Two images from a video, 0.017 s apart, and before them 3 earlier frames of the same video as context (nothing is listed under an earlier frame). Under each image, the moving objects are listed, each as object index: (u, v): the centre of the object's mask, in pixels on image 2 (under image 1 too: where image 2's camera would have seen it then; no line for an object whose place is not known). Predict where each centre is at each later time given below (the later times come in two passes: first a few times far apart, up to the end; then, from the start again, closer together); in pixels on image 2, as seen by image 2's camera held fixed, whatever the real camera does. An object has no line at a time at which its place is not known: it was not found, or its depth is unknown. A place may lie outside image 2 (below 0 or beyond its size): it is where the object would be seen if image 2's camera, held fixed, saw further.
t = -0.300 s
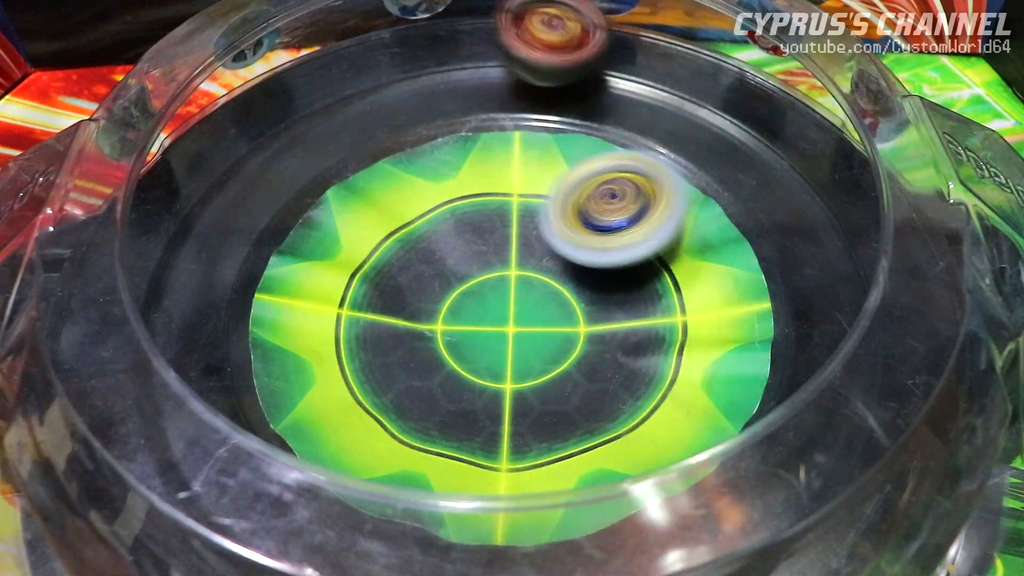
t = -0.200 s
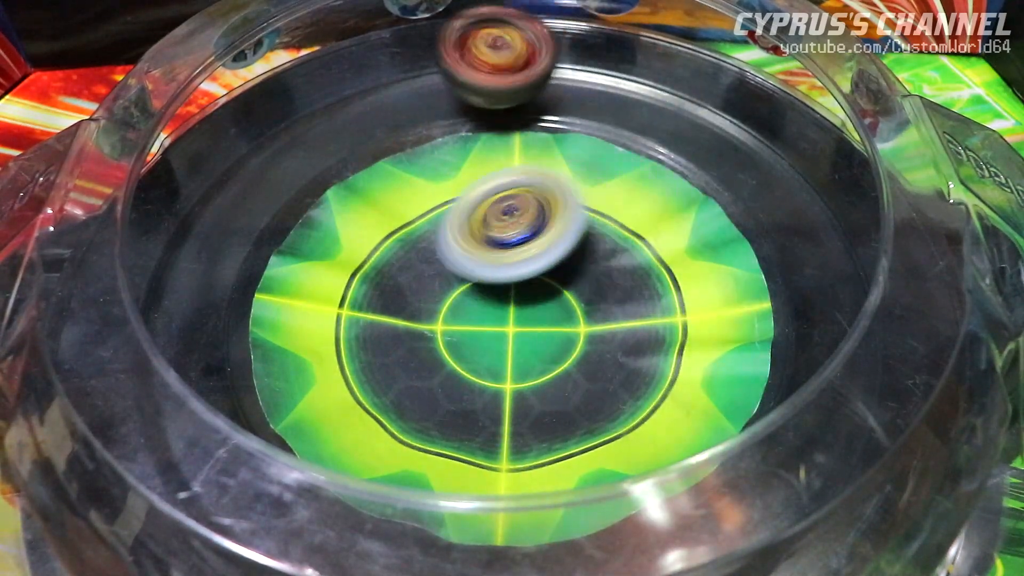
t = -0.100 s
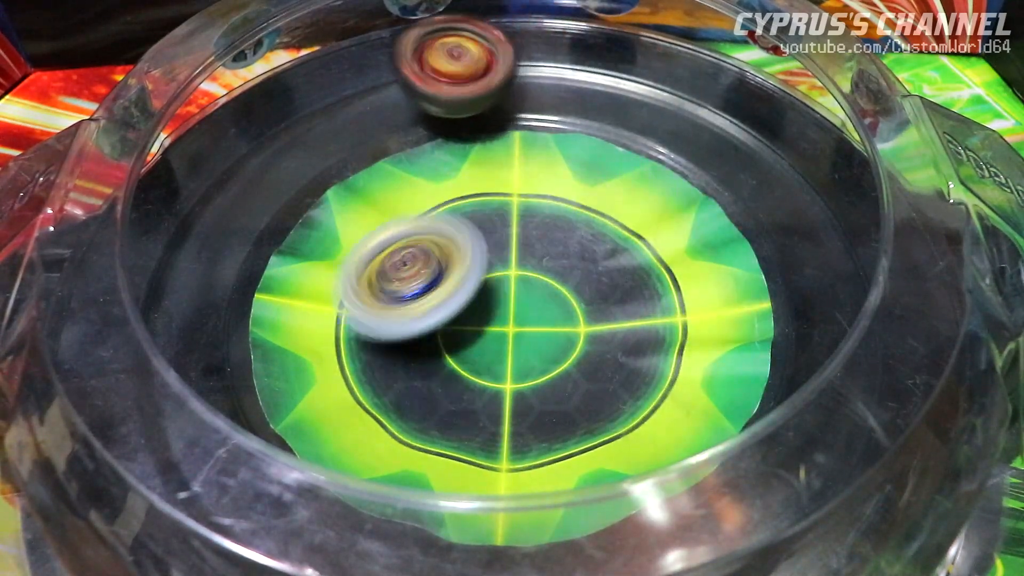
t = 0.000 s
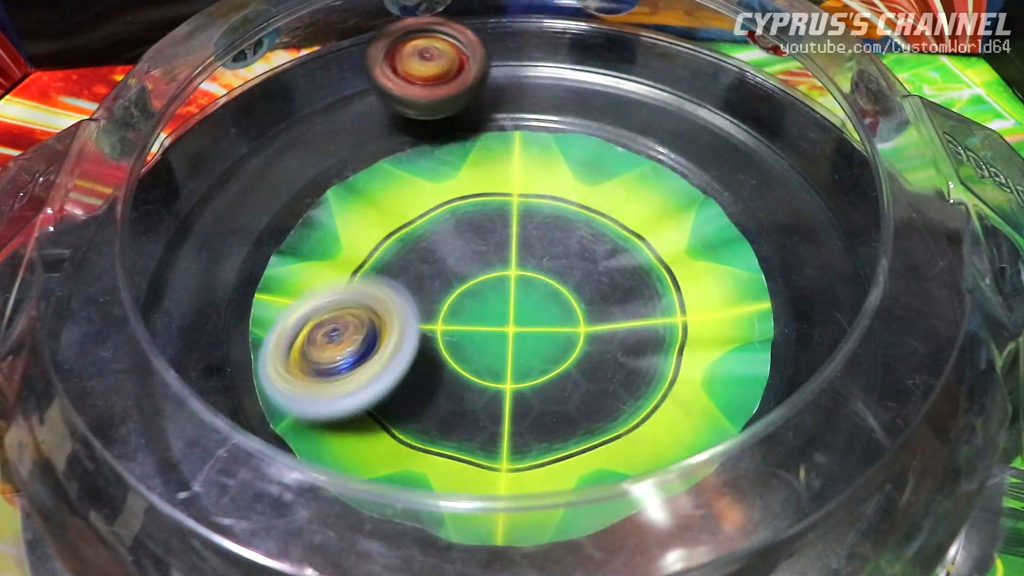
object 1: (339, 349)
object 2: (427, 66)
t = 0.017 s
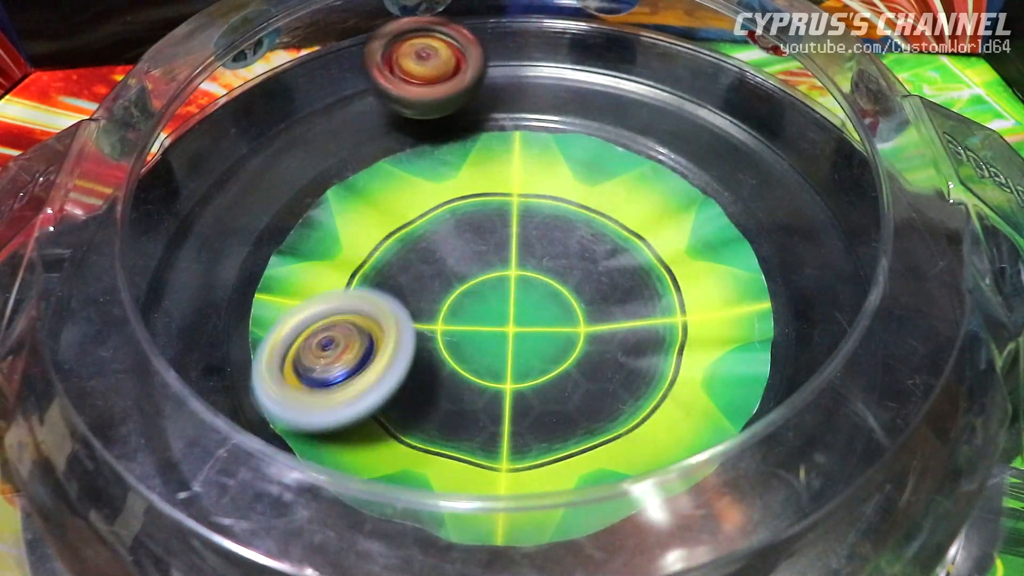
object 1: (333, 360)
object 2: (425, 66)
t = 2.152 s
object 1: (466, 362)
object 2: (574, 204)
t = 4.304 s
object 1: (511, 243)
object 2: (613, 344)
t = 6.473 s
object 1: (452, 263)
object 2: (681, 278)
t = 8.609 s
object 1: (319, 390)
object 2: (459, 238)
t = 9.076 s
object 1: (450, 339)
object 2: (394, 222)
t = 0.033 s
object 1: (329, 373)
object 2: (422, 66)
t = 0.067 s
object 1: (329, 395)
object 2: (416, 66)
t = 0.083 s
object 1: (334, 404)
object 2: (413, 66)
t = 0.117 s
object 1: (337, 435)
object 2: (409, 66)
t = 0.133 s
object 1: (344, 447)
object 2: (408, 65)
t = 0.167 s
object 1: (366, 471)
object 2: (406, 64)
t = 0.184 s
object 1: (380, 481)
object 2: (406, 63)
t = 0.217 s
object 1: (412, 497)
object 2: (407, 62)
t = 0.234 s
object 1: (431, 502)
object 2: (406, 61)
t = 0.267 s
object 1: (472, 507)
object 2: (408, 60)
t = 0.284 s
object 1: (495, 507)
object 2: (409, 59)
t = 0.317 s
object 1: (541, 505)
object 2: (412, 57)
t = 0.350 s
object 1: (582, 500)
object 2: (415, 56)
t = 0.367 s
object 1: (601, 494)
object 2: (417, 56)
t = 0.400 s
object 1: (638, 475)
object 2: (422, 53)
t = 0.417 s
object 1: (652, 462)
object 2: (424, 53)
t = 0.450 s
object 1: (676, 434)
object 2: (430, 51)
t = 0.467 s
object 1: (685, 421)
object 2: (434, 51)
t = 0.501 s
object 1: (695, 393)
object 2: (442, 50)
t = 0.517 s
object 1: (700, 380)
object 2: (445, 49)
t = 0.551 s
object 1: (702, 355)
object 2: (452, 49)
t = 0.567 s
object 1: (699, 341)
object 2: (457, 49)
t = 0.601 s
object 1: (690, 317)
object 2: (464, 49)
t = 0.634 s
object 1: (672, 293)
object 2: (472, 49)
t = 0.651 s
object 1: (662, 282)
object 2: (476, 49)
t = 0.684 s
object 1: (635, 262)
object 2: (483, 50)
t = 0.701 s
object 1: (620, 253)
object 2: (485, 50)
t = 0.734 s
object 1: (584, 236)
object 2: (491, 50)
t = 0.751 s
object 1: (563, 230)
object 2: (494, 50)
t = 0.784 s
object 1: (523, 219)
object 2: (500, 51)
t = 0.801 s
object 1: (501, 214)
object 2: (503, 51)
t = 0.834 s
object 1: (458, 209)
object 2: (509, 51)
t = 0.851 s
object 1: (434, 208)
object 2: (512, 52)
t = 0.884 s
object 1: (389, 207)
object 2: (518, 52)
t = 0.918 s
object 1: (349, 213)
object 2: (523, 53)
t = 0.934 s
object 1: (330, 218)
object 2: (526, 54)
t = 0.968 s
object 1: (295, 229)
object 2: (532, 55)
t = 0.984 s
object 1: (279, 237)
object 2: (535, 56)
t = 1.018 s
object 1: (250, 256)
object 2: (543, 58)
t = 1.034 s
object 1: (237, 267)
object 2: (547, 60)
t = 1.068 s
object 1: (217, 292)
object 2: (555, 66)
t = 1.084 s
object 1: (207, 306)
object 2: (558, 68)
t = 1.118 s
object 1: (192, 337)
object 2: (565, 75)
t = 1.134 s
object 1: (187, 353)
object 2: (568, 78)
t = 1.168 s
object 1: (173, 383)
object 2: (573, 87)
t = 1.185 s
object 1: (167, 396)
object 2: (575, 95)
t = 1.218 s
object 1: (152, 422)
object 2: (575, 110)
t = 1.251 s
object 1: (150, 440)
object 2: (570, 129)
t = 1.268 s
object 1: (153, 451)
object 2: (566, 138)
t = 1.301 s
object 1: (164, 469)
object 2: (558, 161)
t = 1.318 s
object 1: (171, 477)
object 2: (552, 174)
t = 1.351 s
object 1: (182, 493)
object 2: (540, 200)
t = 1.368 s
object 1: (187, 498)
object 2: (532, 214)
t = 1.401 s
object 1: (196, 507)
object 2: (517, 240)
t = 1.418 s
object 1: (200, 510)
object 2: (511, 254)
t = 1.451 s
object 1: (206, 515)
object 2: (498, 279)
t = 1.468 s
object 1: (209, 517)
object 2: (493, 292)
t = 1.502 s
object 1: (213, 519)
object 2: (486, 315)
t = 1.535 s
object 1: (218, 519)
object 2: (483, 334)
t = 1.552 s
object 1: (219, 520)
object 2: (483, 345)
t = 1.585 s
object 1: (221, 519)
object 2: (487, 361)
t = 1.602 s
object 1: (221, 519)
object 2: (492, 368)
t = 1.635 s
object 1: (222, 518)
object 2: (505, 378)
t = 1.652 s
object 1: (224, 517)
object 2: (512, 382)
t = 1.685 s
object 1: (235, 513)
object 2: (533, 387)
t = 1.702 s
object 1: (244, 512)
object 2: (544, 386)
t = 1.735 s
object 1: (258, 504)
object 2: (570, 382)
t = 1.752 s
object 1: (264, 500)
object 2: (583, 378)
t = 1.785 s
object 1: (275, 490)
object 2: (608, 367)
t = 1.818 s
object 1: (282, 477)
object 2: (631, 352)
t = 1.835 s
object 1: (282, 473)
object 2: (641, 342)
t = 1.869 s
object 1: (285, 462)
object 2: (657, 323)
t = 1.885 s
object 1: (311, 424)
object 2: (664, 312)
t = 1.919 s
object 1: (312, 420)
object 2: (670, 291)
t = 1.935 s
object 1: (314, 418)
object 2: (671, 281)
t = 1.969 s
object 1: (324, 415)
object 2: (668, 261)
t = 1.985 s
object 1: (332, 413)
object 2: (665, 252)
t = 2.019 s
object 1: (348, 410)
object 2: (654, 236)
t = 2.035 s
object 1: (360, 406)
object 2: (647, 229)
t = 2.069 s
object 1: (389, 395)
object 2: (631, 217)
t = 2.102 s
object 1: (420, 383)
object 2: (610, 208)
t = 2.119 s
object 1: (435, 376)
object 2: (600, 205)
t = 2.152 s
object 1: (466, 362)
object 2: (574, 204)
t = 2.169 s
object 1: (483, 354)
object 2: (560, 204)
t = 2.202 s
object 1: (515, 332)
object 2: (530, 208)
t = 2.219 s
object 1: (527, 330)
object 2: (518, 208)
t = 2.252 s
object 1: (539, 346)
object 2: (498, 176)
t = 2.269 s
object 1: (543, 350)
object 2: (487, 161)
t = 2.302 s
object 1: (551, 362)
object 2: (469, 137)
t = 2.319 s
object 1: (553, 363)
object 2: (461, 128)
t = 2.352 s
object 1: (556, 364)
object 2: (445, 117)
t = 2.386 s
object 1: (556, 359)
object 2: (428, 114)
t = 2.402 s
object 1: (555, 355)
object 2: (421, 114)
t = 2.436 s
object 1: (552, 343)
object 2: (407, 119)
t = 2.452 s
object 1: (550, 337)
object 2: (400, 123)
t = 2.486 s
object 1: (544, 321)
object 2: (387, 136)
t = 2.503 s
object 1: (541, 313)
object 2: (381, 143)
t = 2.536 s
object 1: (533, 296)
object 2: (372, 161)
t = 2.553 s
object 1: (528, 286)
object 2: (369, 171)
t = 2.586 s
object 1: (516, 268)
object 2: (362, 192)
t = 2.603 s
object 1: (510, 261)
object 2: (360, 204)
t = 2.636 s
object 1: (504, 249)
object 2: (351, 225)
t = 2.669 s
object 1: (515, 247)
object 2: (327, 240)
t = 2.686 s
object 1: (519, 246)
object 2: (318, 248)
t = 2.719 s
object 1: (527, 248)
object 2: (305, 266)
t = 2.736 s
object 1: (528, 249)
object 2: (302, 277)
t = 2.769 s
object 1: (529, 252)
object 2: (302, 297)
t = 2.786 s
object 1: (528, 254)
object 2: (305, 307)
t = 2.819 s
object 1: (524, 259)
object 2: (316, 328)
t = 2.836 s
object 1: (521, 261)
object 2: (324, 337)
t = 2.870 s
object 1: (513, 265)
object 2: (346, 355)
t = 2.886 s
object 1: (508, 267)
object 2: (360, 364)
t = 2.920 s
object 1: (496, 270)
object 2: (390, 377)
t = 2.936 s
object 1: (490, 271)
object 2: (406, 382)
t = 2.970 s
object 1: (481, 271)
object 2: (441, 389)
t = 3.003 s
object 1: (475, 272)
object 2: (477, 393)
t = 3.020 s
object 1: (472, 272)
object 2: (495, 393)
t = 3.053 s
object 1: (471, 272)
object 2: (530, 388)
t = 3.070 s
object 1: (470, 272)
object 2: (547, 383)
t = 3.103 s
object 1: (472, 273)
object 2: (578, 369)
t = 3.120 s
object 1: (473, 274)
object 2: (591, 360)
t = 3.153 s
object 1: (476, 275)
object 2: (612, 340)
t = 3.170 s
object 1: (478, 276)
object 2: (620, 328)
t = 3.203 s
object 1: (482, 278)
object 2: (631, 305)
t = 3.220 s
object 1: (482, 278)
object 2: (637, 294)
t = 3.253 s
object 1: (481, 279)
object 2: (645, 271)
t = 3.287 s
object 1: (482, 280)
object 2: (646, 250)
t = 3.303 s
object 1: (483, 280)
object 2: (644, 240)
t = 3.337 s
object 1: (484, 281)
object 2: (635, 222)
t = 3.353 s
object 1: (486, 282)
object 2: (629, 214)
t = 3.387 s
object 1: (487, 283)
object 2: (613, 198)
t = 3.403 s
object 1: (488, 283)
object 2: (603, 193)
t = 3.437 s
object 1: (492, 285)
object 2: (580, 183)
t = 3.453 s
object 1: (494, 285)
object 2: (569, 179)
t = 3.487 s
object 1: (494, 288)
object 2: (546, 172)
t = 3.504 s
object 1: (493, 290)
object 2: (535, 169)
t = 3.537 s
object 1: (490, 294)
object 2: (513, 165)
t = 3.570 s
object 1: (489, 297)
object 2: (490, 165)
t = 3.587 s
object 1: (489, 297)
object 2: (479, 167)
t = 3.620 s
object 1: (489, 296)
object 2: (456, 175)
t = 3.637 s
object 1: (489, 295)
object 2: (446, 180)
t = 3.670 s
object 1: (492, 297)
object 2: (425, 187)
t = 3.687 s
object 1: (494, 297)
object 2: (415, 191)
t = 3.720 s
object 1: (503, 296)
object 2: (400, 203)
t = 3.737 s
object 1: (508, 296)
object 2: (393, 211)
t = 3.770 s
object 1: (520, 297)
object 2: (382, 229)
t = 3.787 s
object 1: (525, 296)
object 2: (379, 240)
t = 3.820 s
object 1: (533, 294)
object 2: (376, 262)
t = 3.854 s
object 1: (537, 291)
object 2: (379, 285)
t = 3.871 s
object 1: (539, 290)
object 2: (383, 296)
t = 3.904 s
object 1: (547, 287)
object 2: (386, 317)
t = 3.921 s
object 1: (551, 286)
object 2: (390, 326)
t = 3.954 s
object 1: (554, 284)
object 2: (403, 343)
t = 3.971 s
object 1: (552, 283)
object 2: (413, 351)
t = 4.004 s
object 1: (551, 281)
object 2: (437, 364)
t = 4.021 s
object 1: (550, 278)
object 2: (445, 371)
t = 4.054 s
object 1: (552, 270)
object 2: (460, 383)
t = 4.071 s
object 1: (552, 266)
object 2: (469, 386)
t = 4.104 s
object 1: (549, 260)
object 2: (490, 389)
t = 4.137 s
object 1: (545, 256)
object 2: (512, 388)
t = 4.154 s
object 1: (543, 255)
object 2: (526, 385)
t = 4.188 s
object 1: (537, 253)
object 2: (550, 376)
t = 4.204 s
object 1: (533, 252)
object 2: (562, 370)
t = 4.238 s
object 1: (525, 250)
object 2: (585, 365)
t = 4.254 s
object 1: (521, 247)
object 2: (593, 361)
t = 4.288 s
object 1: (514, 243)
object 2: (607, 350)
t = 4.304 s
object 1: (511, 243)
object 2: (613, 344)
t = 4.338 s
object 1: (507, 243)
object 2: (622, 328)
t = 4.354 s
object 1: (504, 244)
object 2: (624, 320)
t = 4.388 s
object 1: (497, 246)
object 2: (628, 304)
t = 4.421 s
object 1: (488, 246)
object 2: (632, 293)
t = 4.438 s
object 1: (484, 248)
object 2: (632, 287)
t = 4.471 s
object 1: (479, 252)
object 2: (628, 275)
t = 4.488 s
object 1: (476, 254)
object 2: (626, 270)
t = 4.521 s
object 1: (463, 259)
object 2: (625, 261)
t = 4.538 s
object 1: (457, 261)
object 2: (624, 258)
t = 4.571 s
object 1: (449, 268)
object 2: (617, 253)
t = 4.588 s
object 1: (447, 272)
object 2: (612, 251)
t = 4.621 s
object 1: (445, 284)
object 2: (597, 248)
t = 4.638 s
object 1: (444, 290)
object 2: (589, 246)
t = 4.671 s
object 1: (430, 303)
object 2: (587, 241)
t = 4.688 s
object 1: (423, 310)
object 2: (586, 239)
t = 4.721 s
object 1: (414, 321)
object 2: (580, 237)
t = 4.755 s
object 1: (413, 331)
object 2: (570, 239)
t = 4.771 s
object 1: (415, 335)
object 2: (564, 241)
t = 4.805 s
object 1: (425, 343)
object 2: (553, 246)
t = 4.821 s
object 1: (432, 346)
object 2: (547, 249)
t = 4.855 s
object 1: (445, 353)
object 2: (539, 252)
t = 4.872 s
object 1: (447, 360)
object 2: (540, 251)
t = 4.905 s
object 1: (453, 370)
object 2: (541, 250)
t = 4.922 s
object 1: (456, 372)
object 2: (541, 251)
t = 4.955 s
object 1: (470, 373)
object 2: (540, 252)
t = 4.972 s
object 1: (477, 371)
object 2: (539, 253)
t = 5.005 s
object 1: (490, 370)
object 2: (540, 253)
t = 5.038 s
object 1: (495, 370)
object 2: (543, 248)
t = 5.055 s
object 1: (498, 369)
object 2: (544, 245)
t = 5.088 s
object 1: (504, 364)
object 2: (544, 243)
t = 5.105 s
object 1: (504, 362)
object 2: (544, 242)
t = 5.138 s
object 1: (496, 368)
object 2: (549, 233)
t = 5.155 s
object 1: (492, 371)
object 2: (551, 227)
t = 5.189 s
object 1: (487, 372)
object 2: (553, 220)
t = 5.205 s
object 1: (485, 372)
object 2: (553, 218)
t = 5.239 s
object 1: (483, 368)
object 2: (550, 219)
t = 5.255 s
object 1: (483, 366)
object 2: (548, 220)
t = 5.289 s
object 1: (483, 361)
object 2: (542, 227)
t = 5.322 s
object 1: (483, 354)
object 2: (536, 233)
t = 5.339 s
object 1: (484, 351)
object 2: (532, 236)
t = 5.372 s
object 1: (475, 354)
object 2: (534, 233)
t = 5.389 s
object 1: (470, 356)
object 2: (537, 230)
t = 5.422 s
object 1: (464, 355)
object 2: (538, 227)
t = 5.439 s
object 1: (461, 354)
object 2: (537, 227)
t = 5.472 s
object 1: (459, 351)
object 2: (536, 229)
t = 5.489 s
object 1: (458, 348)
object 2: (534, 229)
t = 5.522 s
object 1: (459, 343)
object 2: (530, 232)
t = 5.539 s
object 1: (458, 342)
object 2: (530, 235)
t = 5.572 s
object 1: (451, 341)
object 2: (524, 226)
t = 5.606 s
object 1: (447, 338)
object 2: (532, 232)
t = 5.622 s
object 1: (446, 337)
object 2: (531, 232)
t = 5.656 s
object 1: (440, 335)
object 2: (532, 231)
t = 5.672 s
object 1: (434, 336)
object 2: (537, 228)
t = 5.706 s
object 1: (426, 334)
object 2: (541, 225)
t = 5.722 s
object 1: (425, 333)
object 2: (543, 223)
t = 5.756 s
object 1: (424, 330)
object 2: (544, 225)
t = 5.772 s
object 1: (425, 328)
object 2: (541, 226)
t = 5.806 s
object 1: (429, 323)
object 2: (540, 230)
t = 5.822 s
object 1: (431, 320)
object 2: (540, 233)
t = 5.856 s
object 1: (433, 318)
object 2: (541, 237)
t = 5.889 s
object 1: (425, 316)
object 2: (554, 235)
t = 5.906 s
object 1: (424, 316)
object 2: (556, 236)
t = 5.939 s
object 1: (425, 314)
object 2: (562, 235)
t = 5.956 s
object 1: (426, 312)
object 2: (563, 235)
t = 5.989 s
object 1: (433, 310)
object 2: (565, 239)
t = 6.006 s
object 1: (436, 307)
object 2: (564, 239)
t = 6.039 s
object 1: (444, 304)
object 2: (564, 243)
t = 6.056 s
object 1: (442, 301)
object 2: (567, 241)
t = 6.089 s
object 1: (442, 297)
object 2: (576, 244)
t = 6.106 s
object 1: (442, 295)
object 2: (578, 247)
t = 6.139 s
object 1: (442, 289)
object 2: (582, 249)
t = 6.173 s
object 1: (444, 284)
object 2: (581, 252)
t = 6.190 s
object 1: (446, 284)
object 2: (579, 255)
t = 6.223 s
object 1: (446, 280)
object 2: (582, 262)
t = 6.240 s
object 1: (439, 275)
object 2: (590, 264)
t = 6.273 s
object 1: (429, 269)
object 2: (607, 268)
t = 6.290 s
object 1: (427, 265)
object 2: (614, 272)
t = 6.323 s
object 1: (425, 261)
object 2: (631, 276)
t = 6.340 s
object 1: (426, 260)
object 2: (635, 277)
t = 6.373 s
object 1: (430, 259)
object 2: (650, 279)
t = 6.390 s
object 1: (433, 260)
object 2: (657, 278)
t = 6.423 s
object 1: (439, 260)
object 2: (666, 278)
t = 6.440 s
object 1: (443, 261)
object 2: (673, 278)
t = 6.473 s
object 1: (452, 263)
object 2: (681, 278)
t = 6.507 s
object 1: (461, 265)
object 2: (689, 276)
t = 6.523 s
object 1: (466, 264)
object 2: (691, 276)
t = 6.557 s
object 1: (477, 263)
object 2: (694, 271)
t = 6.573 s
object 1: (482, 262)
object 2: (693, 272)
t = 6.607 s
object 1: (496, 260)
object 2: (693, 268)
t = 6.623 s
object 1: (503, 259)
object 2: (689, 267)
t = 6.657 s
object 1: (517, 254)
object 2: (684, 266)
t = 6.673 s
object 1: (524, 252)
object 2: (677, 266)
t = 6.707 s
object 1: (537, 247)
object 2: (666, 266)
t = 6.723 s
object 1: (539, 243)
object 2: (659, 267)
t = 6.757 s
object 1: (540, 231)
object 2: (658, 277)
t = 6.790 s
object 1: (539, 221)
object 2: (655, 286)
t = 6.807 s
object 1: (538, 218)
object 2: (654, 288)
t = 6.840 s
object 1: (536, 211)
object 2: (646, 296)
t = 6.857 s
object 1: (535, 210)
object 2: (642, 298)
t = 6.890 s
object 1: (532, 209)
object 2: (622, 301)
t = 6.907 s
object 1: (530, 208)
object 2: (620, 308)
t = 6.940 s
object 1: (528, 210)
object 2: (599, 308)
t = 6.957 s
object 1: (526, 211)
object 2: (598, 314)
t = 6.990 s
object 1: (523, 214)
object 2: (578, 316)
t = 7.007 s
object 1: (522, 213)
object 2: (566, 324)
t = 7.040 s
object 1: (520, 209)
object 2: (543, 347)
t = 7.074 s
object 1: (518, 208)
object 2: (525, 367)
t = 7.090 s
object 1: (517, 208)
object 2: (514, 375)
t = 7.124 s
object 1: (516, 212)
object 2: (495, 388)
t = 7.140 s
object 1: (515, 216)
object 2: (486, 397)
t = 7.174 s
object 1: (513, 224)
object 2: (471, 404)
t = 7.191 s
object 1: (514, 228)
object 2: (450, 409)
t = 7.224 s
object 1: (512, 238)
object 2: (439, 413)
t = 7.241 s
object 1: (511, 243)
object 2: (438, 418)
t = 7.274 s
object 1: (511, 255)
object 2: (440, 423)
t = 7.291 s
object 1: (513, 262)
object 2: (442, 425)
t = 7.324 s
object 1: (518, 276)
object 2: (449, 427)
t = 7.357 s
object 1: (525, 291)
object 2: (459, 429)
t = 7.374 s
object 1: (531, 297)
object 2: (467, 429)
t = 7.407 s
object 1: (544, 307)
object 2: (482, 429)
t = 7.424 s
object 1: (550, 312)
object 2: (492, 428)
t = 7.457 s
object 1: (566, 318)
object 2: (513, 426)
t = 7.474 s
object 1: (576, 319)
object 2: (517, 430)
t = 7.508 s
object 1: (593, 319)
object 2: (532, 435)
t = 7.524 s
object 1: (599, 319)
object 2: (541, 436)
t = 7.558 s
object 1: (610, 318)
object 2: (558, 437)
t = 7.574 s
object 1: (614, 317)
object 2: (569, 437)
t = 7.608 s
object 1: (616, 316)
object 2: (588, 434)
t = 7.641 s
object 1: (613, 315)
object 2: (601, 432)
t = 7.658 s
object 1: (610, 315)
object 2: (604, 430)
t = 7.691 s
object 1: (604, 313)
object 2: (614, 426)
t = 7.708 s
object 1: (600, 312)
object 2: (618, 423)
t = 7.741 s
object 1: (589, 311)
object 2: (627, 417)
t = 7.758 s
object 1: (583, 311)
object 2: (617, 415)
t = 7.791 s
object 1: (569, 294)
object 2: (621, 422)
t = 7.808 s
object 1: (561, 284)
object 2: (619, 425)
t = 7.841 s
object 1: (543, 267)
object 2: (618, 426)
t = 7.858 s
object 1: (535, 260)
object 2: (620, 426)
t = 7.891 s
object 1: (516, 247)
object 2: (621, 427)
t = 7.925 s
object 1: (496, 240)
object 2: (616, 425)
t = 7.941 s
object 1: (485, 239)
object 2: (614, 425)
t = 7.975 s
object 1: (465, 241)
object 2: (602, 421)
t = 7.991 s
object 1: (455, 244)
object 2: (601, 420)
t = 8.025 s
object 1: (435, 254)
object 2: (591, 415)
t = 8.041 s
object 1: (425, 261)
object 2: (588, 415)
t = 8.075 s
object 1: (406, 278)
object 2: (578, 407)
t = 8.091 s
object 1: (398, 286)
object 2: (572, 403)
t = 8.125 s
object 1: (383, 305)
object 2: (561, 395)
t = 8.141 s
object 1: (376, 315)
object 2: (557, 391)
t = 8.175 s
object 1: (367, 333)
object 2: (544, 380)
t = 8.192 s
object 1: (364, 341)
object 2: (538, 375)
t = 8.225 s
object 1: (361, 356)
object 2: (526, 364)
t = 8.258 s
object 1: (346, 361)
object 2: (527, 352)
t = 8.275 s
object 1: (340, 363)
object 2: (529, 347)
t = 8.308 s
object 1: (329, 367)
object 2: (528, 336)
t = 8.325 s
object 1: (327, 369)
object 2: (525, 331)
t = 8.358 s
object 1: (326, 372)
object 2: (520, 323)
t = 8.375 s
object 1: (327, 374)
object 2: (516, 319)
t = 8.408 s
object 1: (331, 375)
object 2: (505, 312)
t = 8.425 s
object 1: (335, 375)
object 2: (497, 308)
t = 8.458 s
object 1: (342, 375)
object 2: (482, 301)
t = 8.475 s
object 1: (346, 373)
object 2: (476, 298)
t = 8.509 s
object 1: (355, 370)
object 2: (458, 290)
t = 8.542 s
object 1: (347, 376)
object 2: (451, 276)
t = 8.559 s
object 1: (337, 380)
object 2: (455, 266)
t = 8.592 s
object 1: (323, 388)
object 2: (459, 246)
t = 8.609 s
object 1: (319, 390)
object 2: (459, 238)
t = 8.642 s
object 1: (318, 389)
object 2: (458, 222)
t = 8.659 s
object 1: (320, 389)
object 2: (456, 215)
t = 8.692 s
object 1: (325, 385)
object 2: (450, 206)
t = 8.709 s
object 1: (329, 383)
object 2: (446, 203)
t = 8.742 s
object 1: (337, 379)
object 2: (436, 199)
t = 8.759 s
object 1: (340, 376)
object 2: (431, 199)
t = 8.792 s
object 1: (350, 371)
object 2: (417, 201)
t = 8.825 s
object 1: (359, 365)
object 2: (403, 205)
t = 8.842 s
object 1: (363, 362)
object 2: (395, 208)
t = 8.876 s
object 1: (374, 356)
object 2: (386, 213)
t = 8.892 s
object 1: (378, 352)
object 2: (382, 216)
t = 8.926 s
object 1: (390, 345)
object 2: (378, 221)
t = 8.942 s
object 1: (395, 342)
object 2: (378, 221)
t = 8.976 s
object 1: (407, 341)
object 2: (379, 222)
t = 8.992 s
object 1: (414, 343)
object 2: (381, 221)
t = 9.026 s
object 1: (425, 345)
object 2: (385, 220)
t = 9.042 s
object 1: (434, 345)
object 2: (388, 221)
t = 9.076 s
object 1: (450, 339)
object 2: (394, 222)
